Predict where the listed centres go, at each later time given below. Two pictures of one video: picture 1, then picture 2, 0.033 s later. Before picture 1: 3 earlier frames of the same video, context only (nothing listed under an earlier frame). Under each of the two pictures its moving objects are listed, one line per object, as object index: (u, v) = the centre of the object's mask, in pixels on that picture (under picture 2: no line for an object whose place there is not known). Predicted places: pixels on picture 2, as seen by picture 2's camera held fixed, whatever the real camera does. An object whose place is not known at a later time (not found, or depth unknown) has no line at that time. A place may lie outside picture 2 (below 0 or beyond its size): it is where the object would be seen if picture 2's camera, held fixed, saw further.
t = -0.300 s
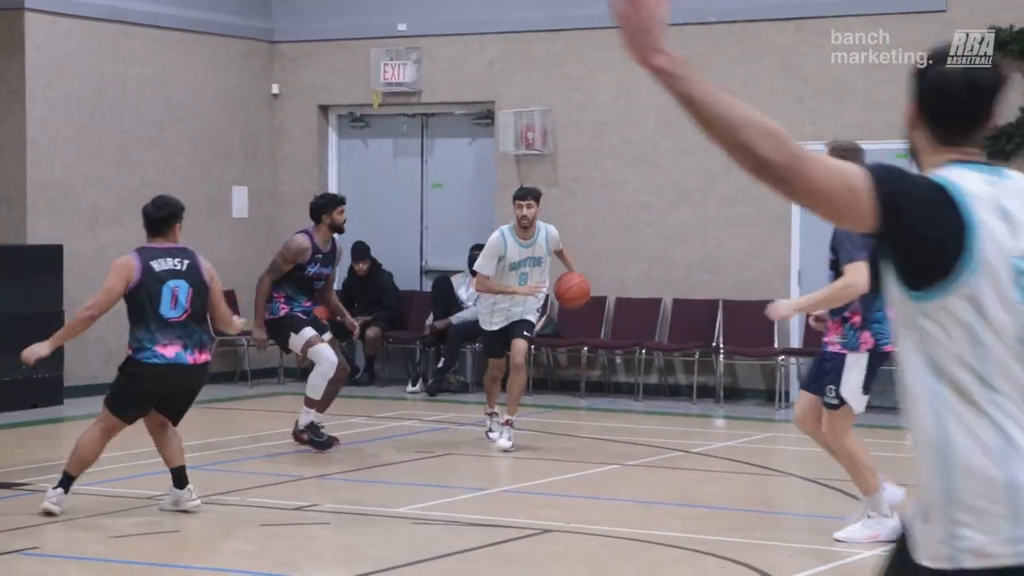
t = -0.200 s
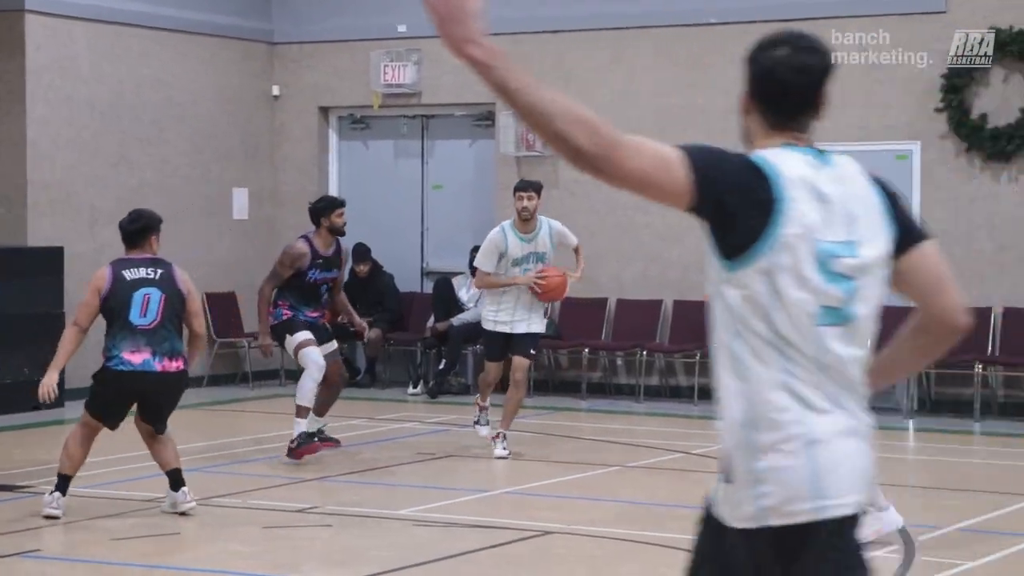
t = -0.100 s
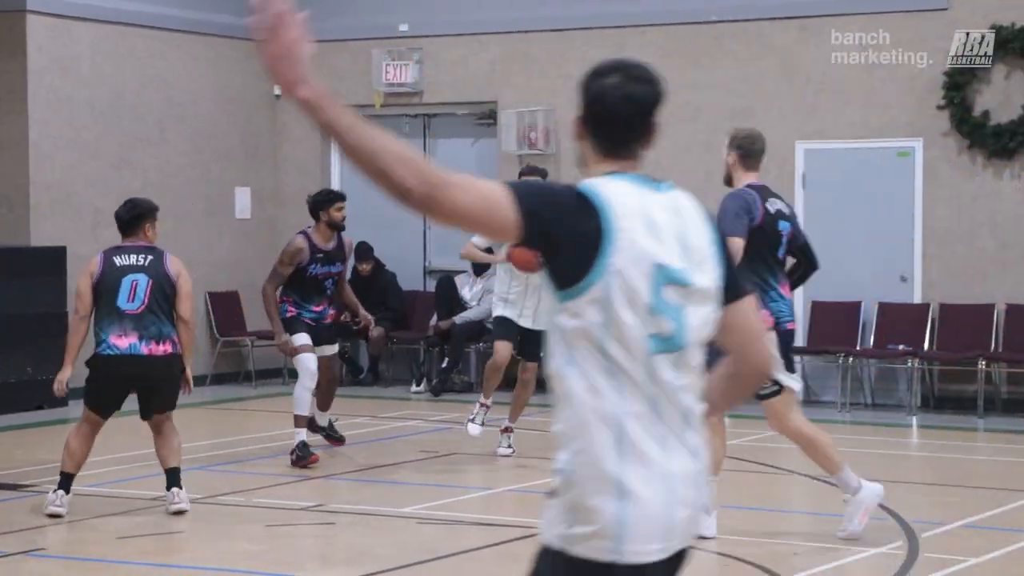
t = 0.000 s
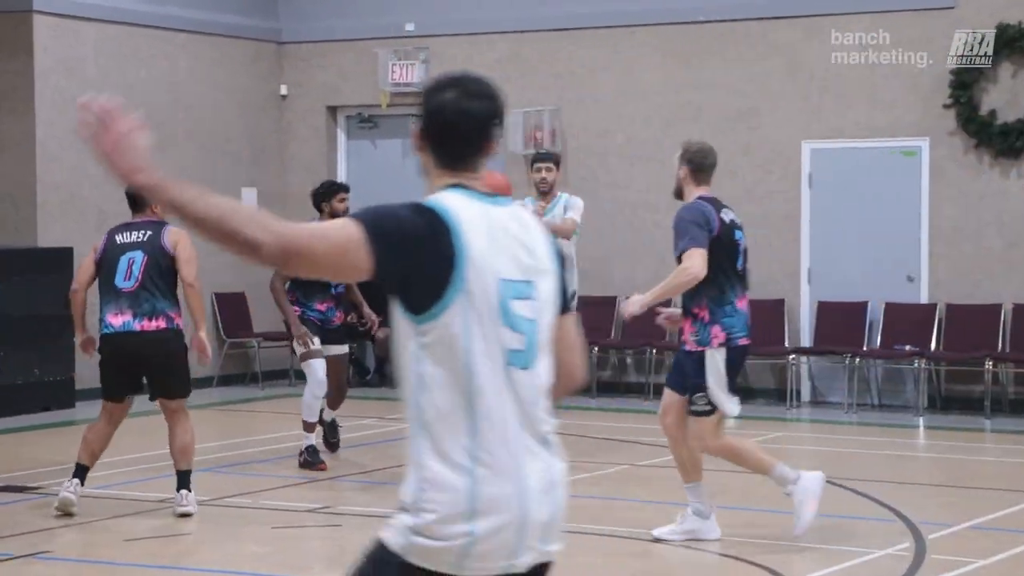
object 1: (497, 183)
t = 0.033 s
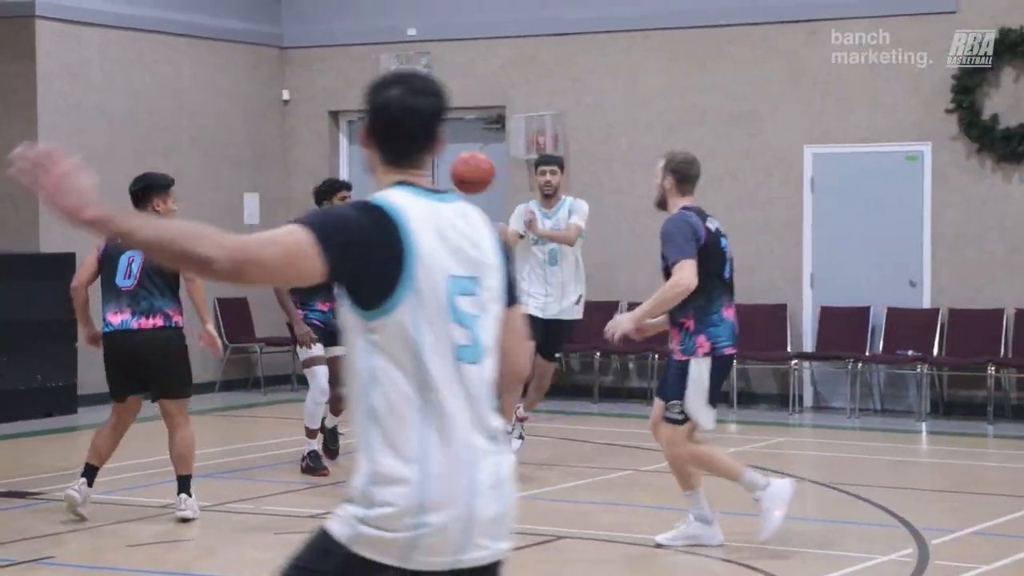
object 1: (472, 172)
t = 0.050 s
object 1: (462, 160)
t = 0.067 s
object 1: (451, 150)
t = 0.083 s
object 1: (438, 136)
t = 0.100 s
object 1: (427, 124)
